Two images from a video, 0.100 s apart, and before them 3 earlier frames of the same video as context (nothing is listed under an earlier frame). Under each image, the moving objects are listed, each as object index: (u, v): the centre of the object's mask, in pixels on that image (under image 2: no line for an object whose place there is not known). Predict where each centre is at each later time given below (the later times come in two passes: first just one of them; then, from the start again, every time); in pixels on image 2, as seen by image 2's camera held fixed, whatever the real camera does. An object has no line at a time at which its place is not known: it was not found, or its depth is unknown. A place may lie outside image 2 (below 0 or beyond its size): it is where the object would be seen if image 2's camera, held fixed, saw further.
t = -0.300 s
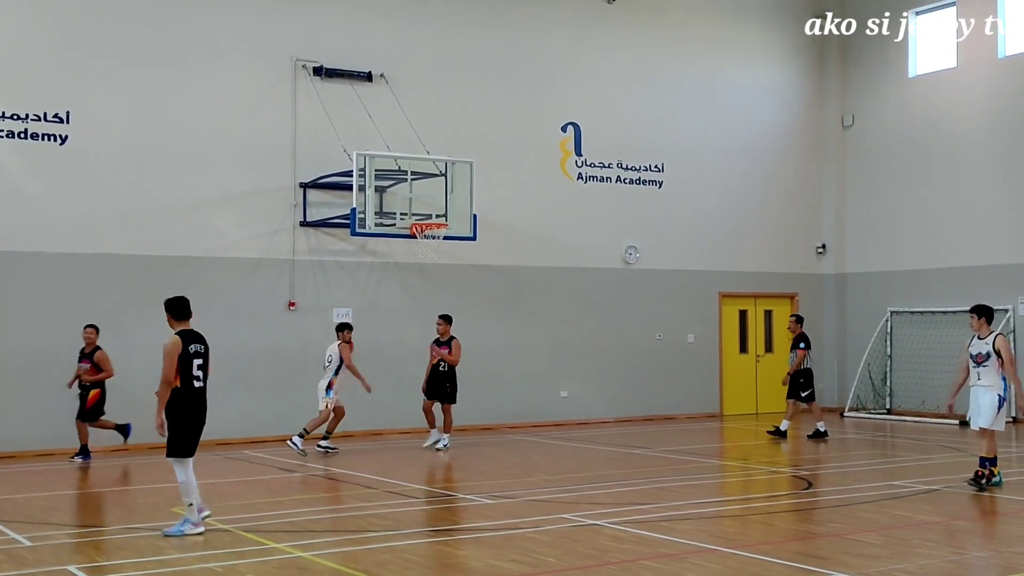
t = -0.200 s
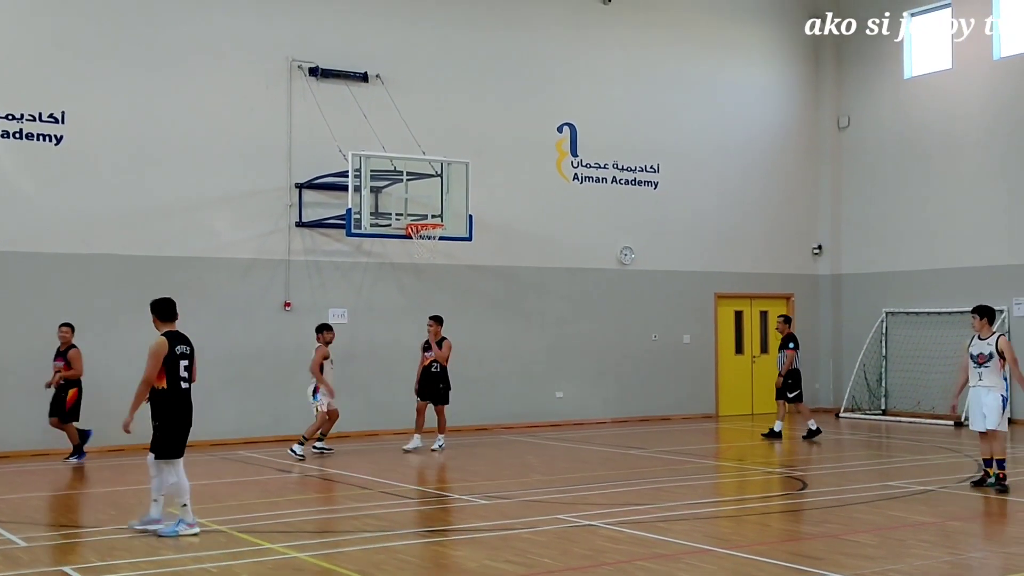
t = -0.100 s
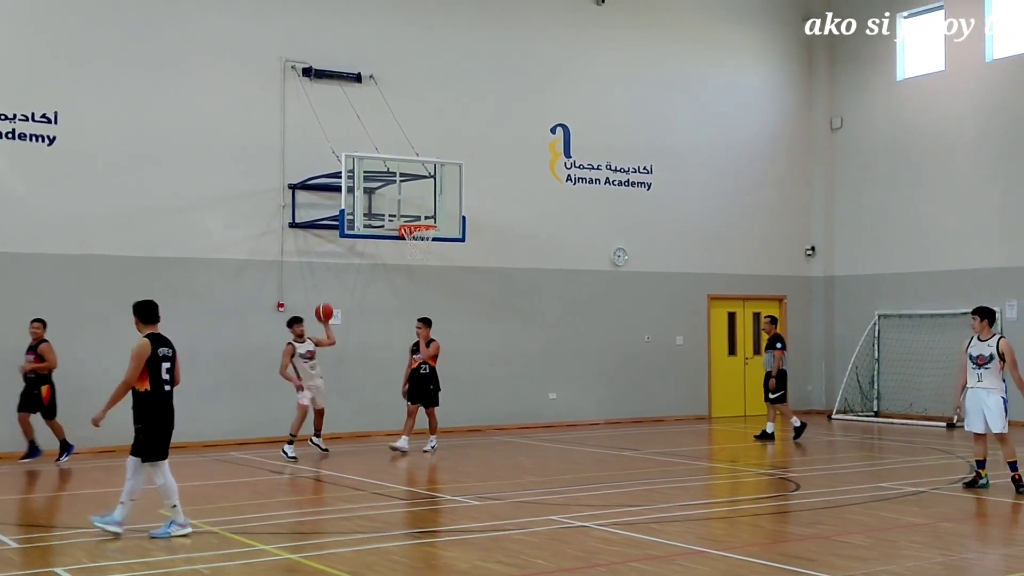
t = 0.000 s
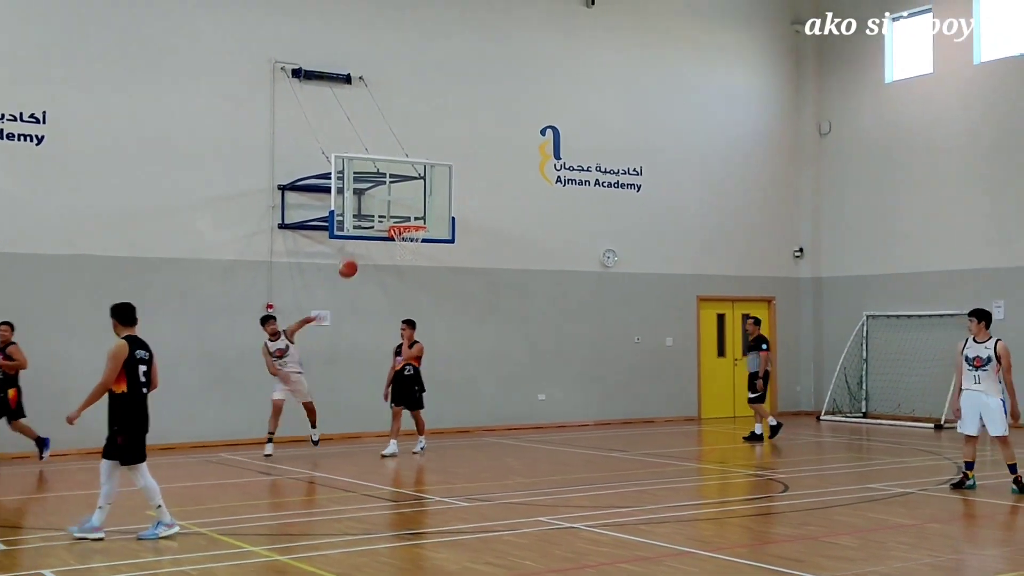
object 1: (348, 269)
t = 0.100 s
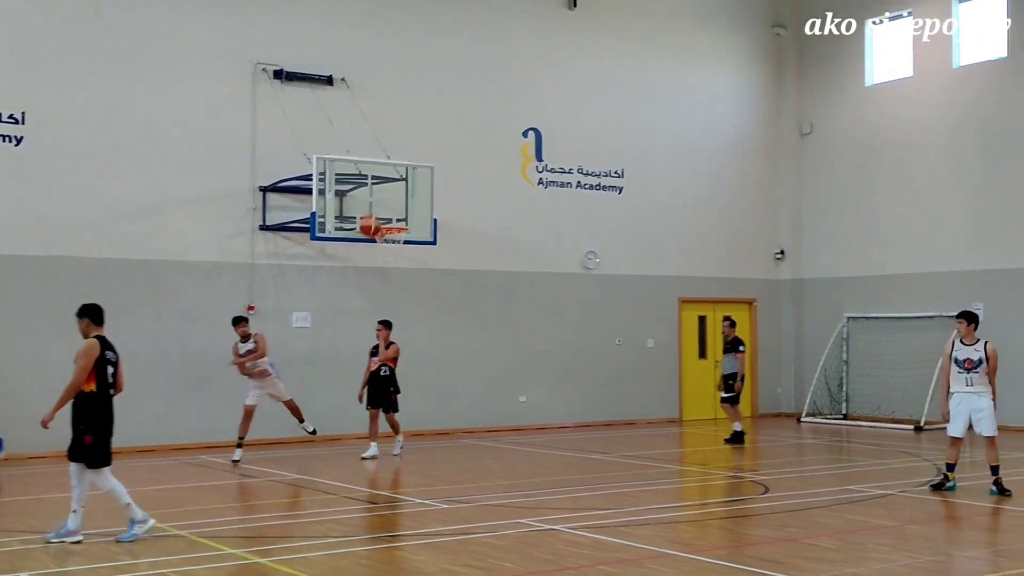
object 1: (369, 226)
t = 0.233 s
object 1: (436, 168)
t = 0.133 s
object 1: (385, 212)
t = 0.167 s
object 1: (400, 197)
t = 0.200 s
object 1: (417, 183)
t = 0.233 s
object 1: (436, 168)
